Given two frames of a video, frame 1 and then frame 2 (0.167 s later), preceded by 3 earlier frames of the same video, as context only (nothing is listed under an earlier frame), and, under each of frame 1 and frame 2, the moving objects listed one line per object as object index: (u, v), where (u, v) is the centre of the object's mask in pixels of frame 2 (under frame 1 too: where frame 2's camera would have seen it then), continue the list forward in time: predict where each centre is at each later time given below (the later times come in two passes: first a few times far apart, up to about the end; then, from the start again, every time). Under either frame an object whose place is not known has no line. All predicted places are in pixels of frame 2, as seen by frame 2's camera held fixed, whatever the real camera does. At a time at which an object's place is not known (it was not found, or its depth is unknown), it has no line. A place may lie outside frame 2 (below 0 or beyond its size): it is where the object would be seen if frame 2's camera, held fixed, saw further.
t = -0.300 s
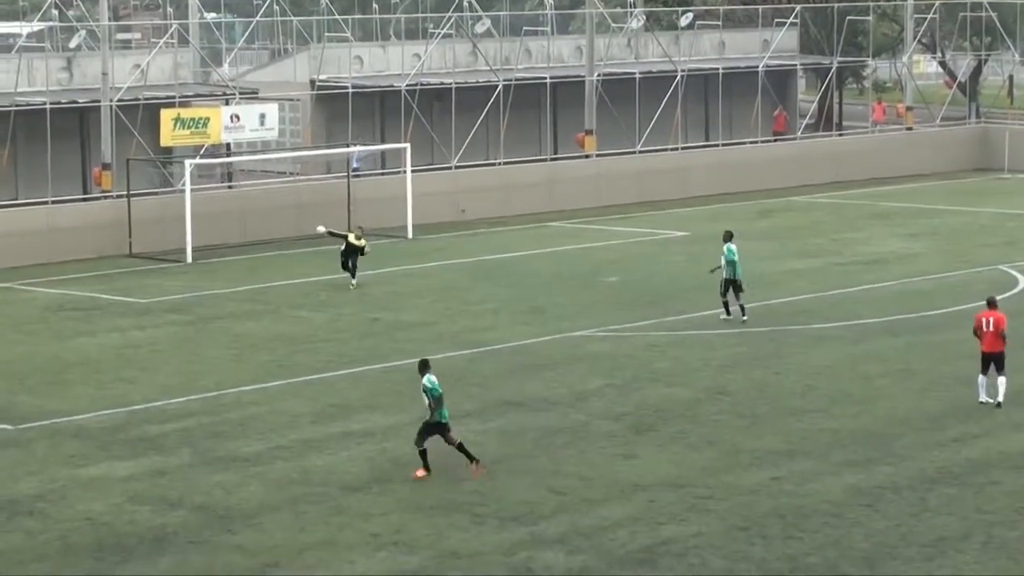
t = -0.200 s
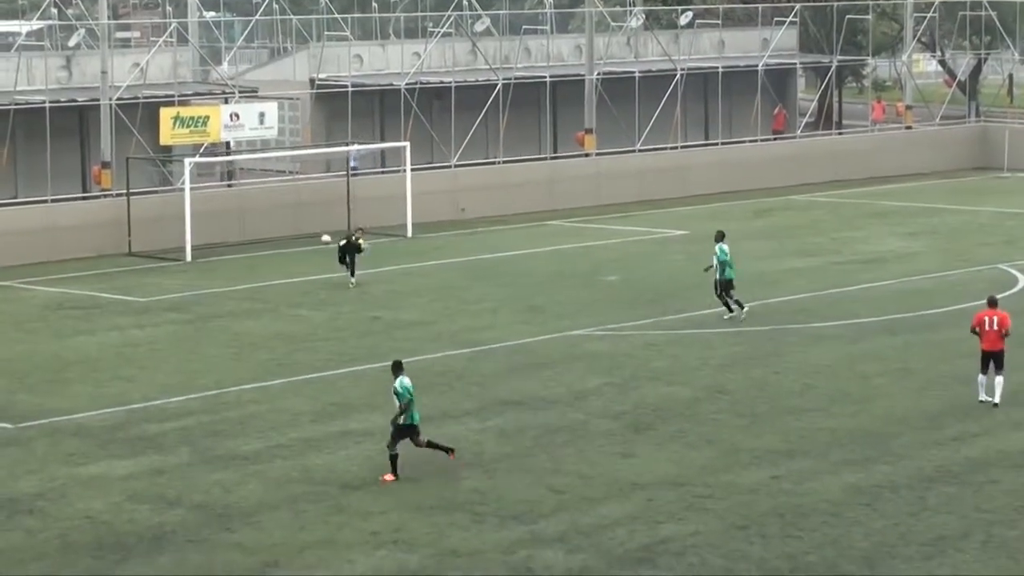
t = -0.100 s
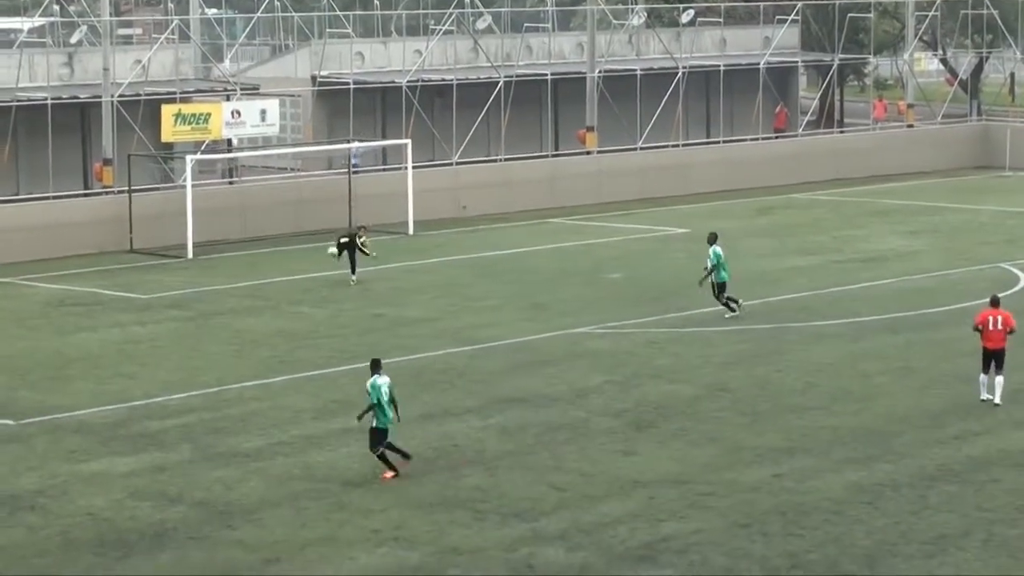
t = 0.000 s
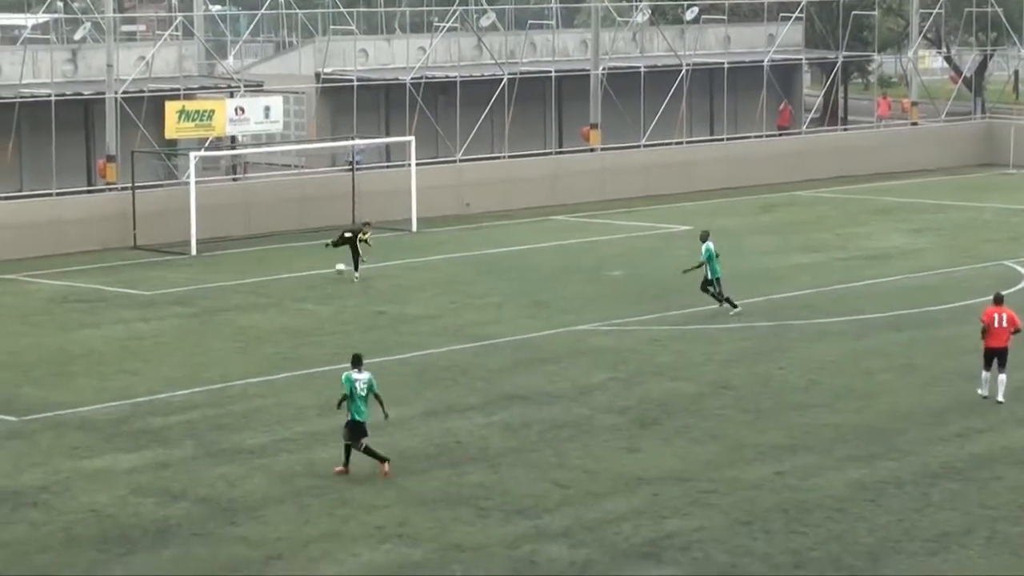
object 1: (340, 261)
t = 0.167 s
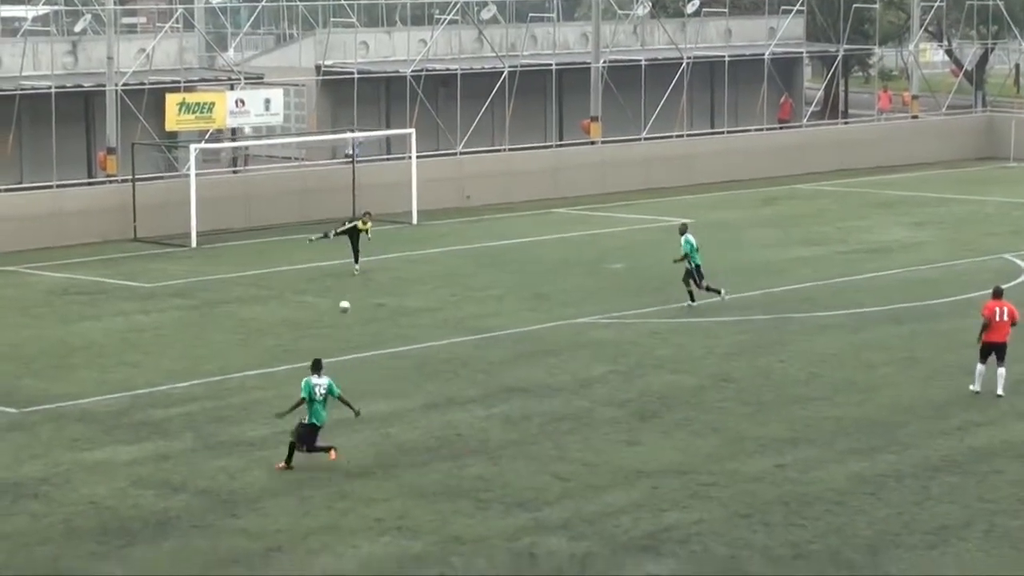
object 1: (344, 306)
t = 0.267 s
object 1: (345, 332)
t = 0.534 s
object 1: (335, 326)
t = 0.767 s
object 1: (322, 359)
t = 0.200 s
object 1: (345, 316)
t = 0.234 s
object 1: (345, 327)
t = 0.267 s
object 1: (345, 332)
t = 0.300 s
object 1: (344, 329)
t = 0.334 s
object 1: (343, 326)
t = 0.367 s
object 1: (342, 325)
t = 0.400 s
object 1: (341, 324)
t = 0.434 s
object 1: (340, 324)
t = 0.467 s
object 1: (339, 324)
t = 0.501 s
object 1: (337, 325)
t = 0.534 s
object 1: (335, 326)
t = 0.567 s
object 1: (334, 328)
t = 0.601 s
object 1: (331, 332)
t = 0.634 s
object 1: (330, 335)
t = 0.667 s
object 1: (328, 340)
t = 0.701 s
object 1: (326, 345)
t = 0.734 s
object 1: (324, 351)
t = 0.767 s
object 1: (322, 359)
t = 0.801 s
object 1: (319, 367)
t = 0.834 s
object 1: (317, 376)
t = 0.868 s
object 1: (314, 386)
